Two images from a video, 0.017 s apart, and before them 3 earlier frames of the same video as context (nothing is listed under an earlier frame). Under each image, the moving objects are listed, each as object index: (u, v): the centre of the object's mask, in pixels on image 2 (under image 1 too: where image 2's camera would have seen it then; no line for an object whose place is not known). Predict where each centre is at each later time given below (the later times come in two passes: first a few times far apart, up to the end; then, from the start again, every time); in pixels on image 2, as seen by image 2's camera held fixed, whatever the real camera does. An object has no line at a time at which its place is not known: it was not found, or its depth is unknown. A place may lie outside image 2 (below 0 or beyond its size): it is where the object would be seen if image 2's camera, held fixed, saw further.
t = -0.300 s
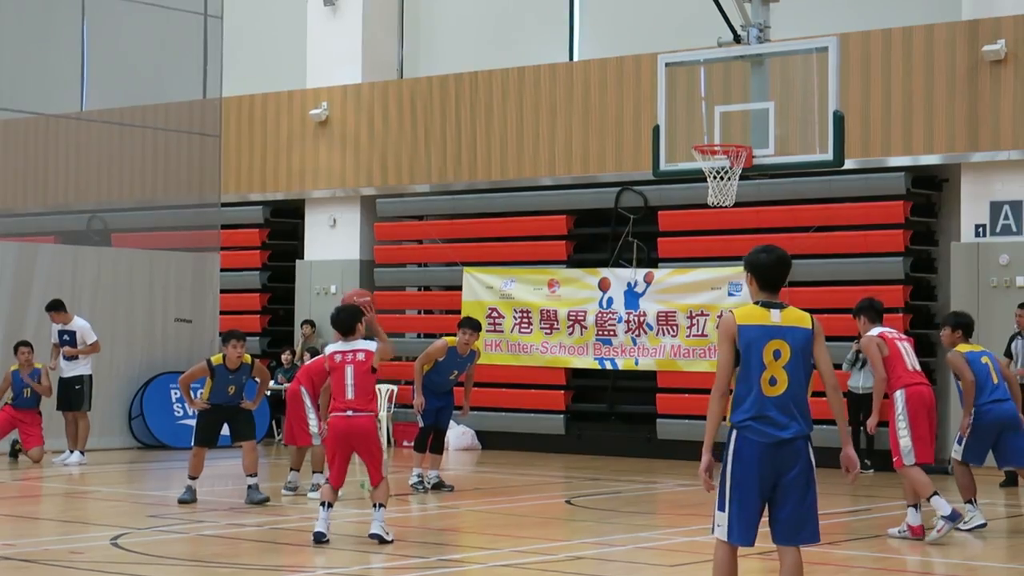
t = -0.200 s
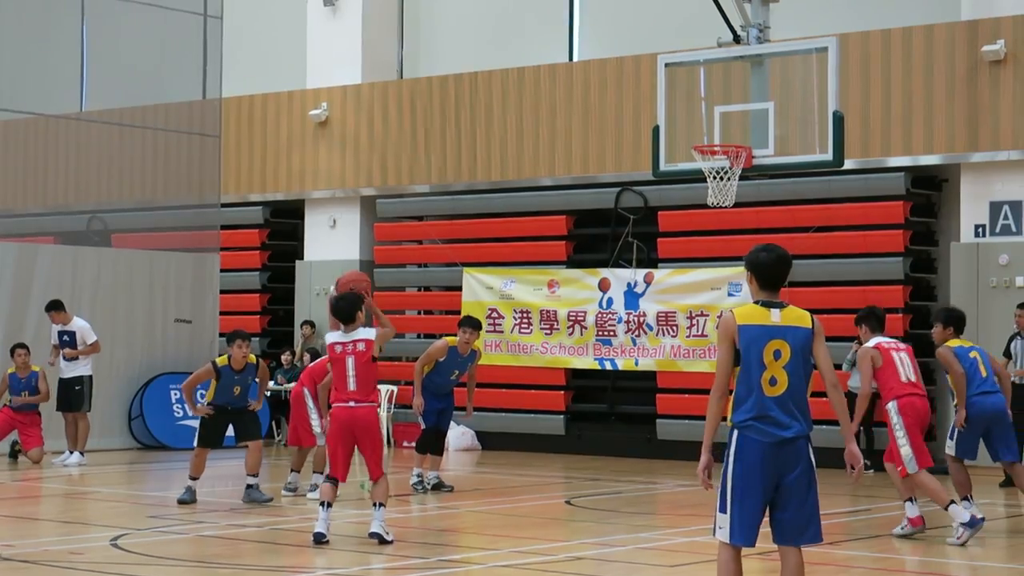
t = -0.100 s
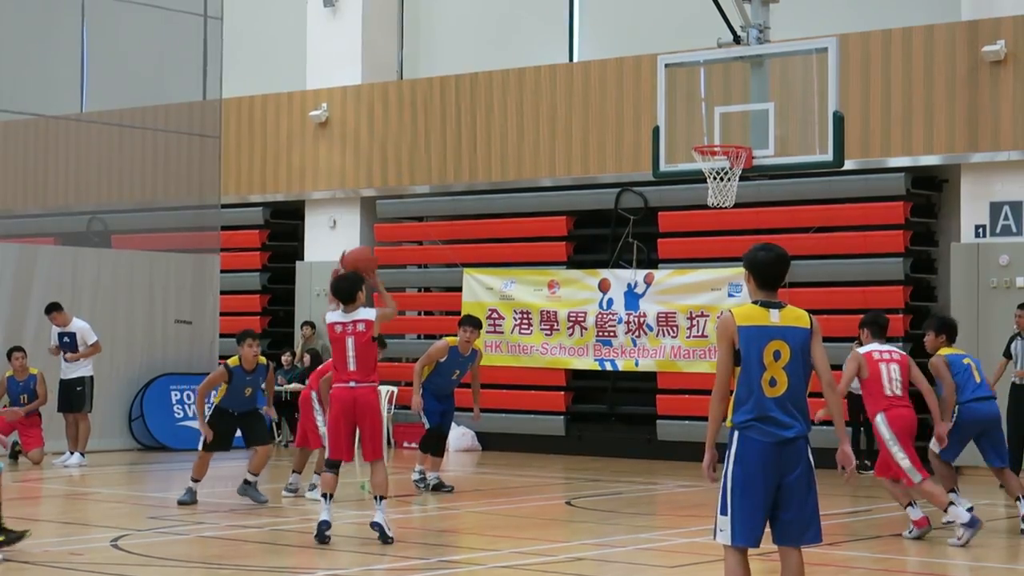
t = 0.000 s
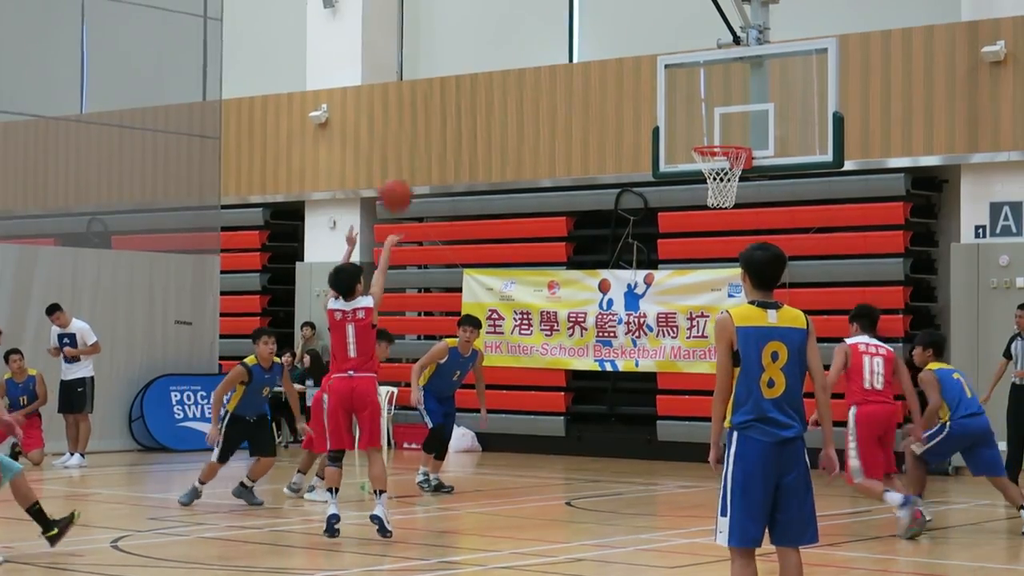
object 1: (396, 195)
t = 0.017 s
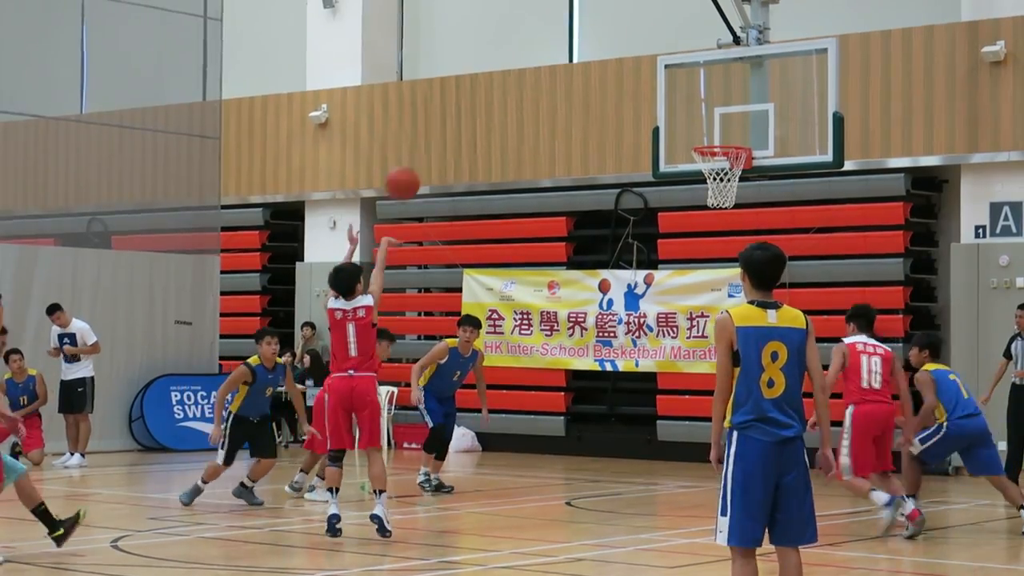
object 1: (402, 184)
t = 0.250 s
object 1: (498, 59)
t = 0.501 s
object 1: (589, 12)
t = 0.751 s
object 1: (670, 42)
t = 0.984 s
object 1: (739, 132)
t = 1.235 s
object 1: (724, 78)
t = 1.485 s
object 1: (692, 78)
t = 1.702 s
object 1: (663, 134)
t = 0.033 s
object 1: (410, 172)
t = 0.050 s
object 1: (417, 161)
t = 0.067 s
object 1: (424, 150)
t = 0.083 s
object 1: (431, 139)
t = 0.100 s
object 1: (437, 129)
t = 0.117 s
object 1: (445, 119)
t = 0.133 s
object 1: (451, 111)
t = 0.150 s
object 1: (458, 102)
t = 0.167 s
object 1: (465, 93)
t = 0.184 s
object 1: (472, 86)
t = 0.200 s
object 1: (478, 79)
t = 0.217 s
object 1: (485, 71)
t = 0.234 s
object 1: (491, 65)
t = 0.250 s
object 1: (498, 59)
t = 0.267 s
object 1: (504, 53)
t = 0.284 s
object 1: (510, 47)
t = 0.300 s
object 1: (517, 42)
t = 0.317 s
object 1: (523, 38)
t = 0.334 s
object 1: (529, 34)
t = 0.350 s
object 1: (535, 30)
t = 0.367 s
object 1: (542, 26)
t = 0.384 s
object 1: (548, 23)
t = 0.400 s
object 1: (554, 20)
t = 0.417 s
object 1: (559, 18)
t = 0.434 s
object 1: (565, 16)
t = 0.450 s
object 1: (571, 14)
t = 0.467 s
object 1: (577, 13)
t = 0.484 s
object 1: (583, 12)
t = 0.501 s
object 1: (589, 12)
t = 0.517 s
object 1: (595, 12)
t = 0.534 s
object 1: (600, 12)
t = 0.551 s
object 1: (606, 12)
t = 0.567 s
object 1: (612, 13)
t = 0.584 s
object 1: (617, 13)
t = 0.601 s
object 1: (623, 15)
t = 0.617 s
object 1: (628, 17)
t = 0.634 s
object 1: (634, 19)
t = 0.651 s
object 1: (639, 21)
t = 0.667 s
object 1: (644, 24)
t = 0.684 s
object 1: (650, 27)
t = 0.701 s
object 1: (655, 30)
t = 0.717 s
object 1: (660, 34)
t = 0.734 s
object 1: (665, 38)
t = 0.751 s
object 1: (670, 42)
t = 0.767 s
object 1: (676, 46)
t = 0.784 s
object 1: (681, 52)
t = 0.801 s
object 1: (686, 57)
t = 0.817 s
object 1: (691, 62)
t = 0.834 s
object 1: (696, 68)
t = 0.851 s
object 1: (701, 74)
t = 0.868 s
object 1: (706, 79)
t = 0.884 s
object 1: (711, 87)
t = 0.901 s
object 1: (716, 94)
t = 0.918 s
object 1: (720, 100)
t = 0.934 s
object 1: (725, 108)
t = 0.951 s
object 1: (730, 116)
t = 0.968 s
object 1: (734, 123)
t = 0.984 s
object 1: (739, 132)
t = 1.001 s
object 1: (743, 136)
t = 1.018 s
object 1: (742, 132)
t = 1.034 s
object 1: (741, 126)
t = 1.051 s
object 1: (739, 120)
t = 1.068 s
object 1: (739, 115)
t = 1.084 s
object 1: (738, 110)
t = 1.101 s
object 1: (737, 106)
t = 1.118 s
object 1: (736, 101)
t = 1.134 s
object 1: (735, 97)
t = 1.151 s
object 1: (734, 93)
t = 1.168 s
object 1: (732, 90)
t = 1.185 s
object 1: (731, 87)
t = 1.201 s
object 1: (729, 84)
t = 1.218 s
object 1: (727, 81)
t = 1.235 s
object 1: (724, 78)
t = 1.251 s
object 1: (722, 76)
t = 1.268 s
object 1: (720, 74)
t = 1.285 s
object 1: (718, 73)
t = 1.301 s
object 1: (717, 72)
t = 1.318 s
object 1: (714, 70)
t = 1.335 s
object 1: (712, 70)
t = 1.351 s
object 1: (710, 70)
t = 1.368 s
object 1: (708, 70)
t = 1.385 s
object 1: (705, 70)
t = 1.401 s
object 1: (703, 71)
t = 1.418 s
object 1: (701, 71)
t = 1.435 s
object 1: (699, 73)
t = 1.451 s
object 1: (696, 75)
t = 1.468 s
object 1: (694, 76)
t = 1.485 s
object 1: (692, 78)
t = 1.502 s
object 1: (690, 81)
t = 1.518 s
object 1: (688, 83)
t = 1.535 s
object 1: (686, 87)
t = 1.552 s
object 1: (684, 90)
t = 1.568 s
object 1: (681, 93)
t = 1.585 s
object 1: (679, 97)
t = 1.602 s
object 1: (677, 102)
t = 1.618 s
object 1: (675, 106)
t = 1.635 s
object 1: (672, 111)
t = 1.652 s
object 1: (670, 116)
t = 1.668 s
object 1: (668, 122)
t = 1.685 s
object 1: (666, 128)
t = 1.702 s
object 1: (663, 134)
